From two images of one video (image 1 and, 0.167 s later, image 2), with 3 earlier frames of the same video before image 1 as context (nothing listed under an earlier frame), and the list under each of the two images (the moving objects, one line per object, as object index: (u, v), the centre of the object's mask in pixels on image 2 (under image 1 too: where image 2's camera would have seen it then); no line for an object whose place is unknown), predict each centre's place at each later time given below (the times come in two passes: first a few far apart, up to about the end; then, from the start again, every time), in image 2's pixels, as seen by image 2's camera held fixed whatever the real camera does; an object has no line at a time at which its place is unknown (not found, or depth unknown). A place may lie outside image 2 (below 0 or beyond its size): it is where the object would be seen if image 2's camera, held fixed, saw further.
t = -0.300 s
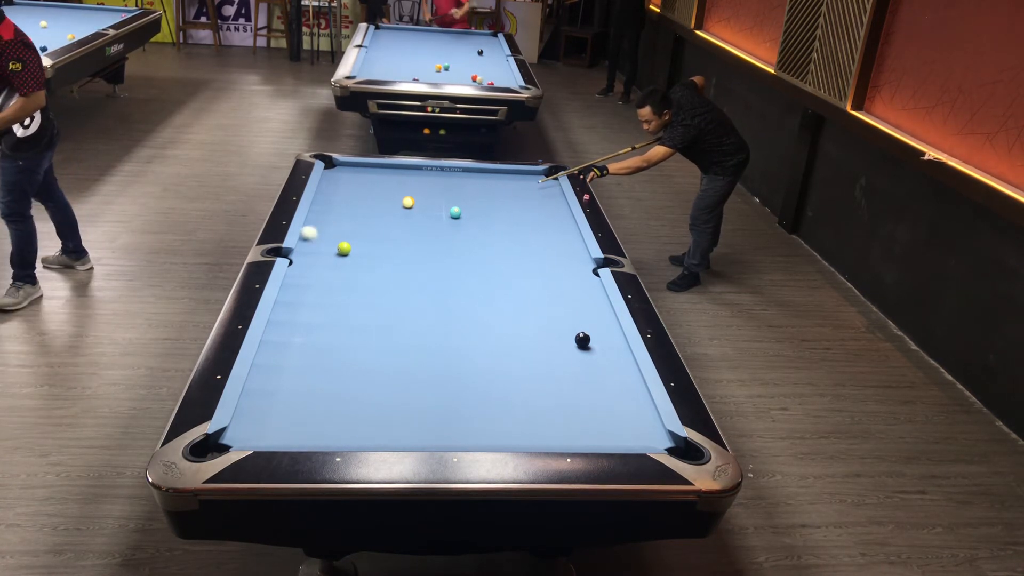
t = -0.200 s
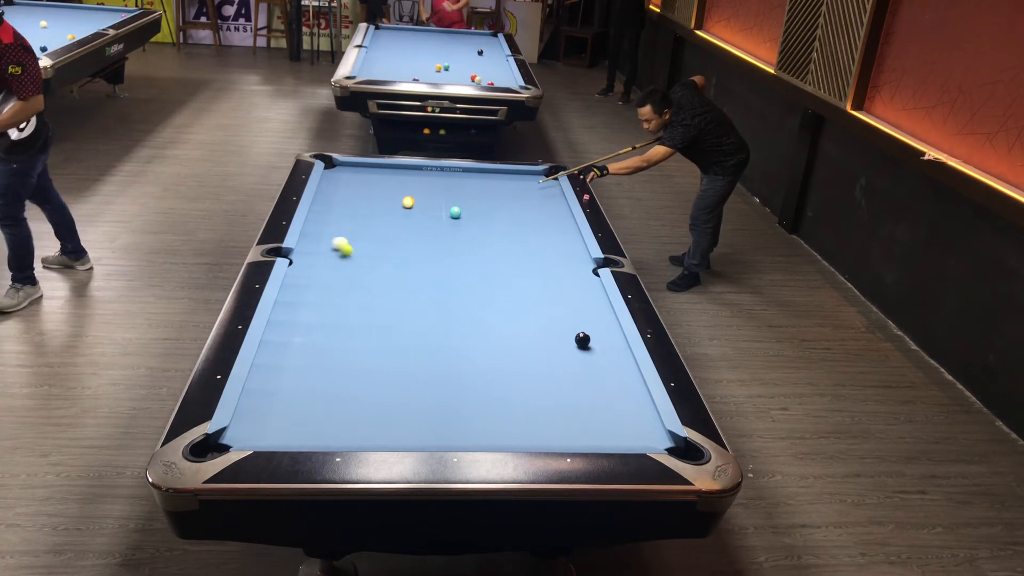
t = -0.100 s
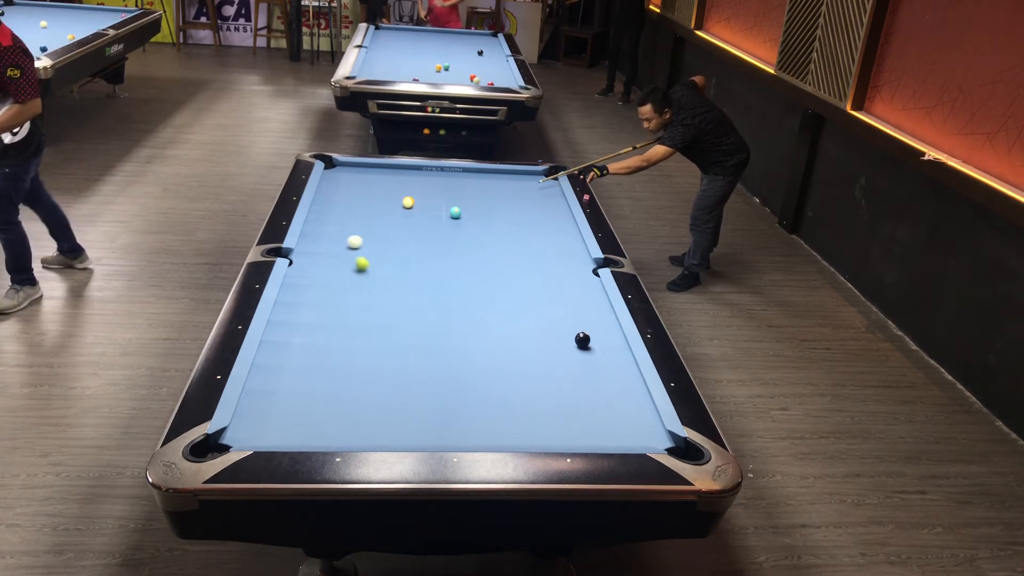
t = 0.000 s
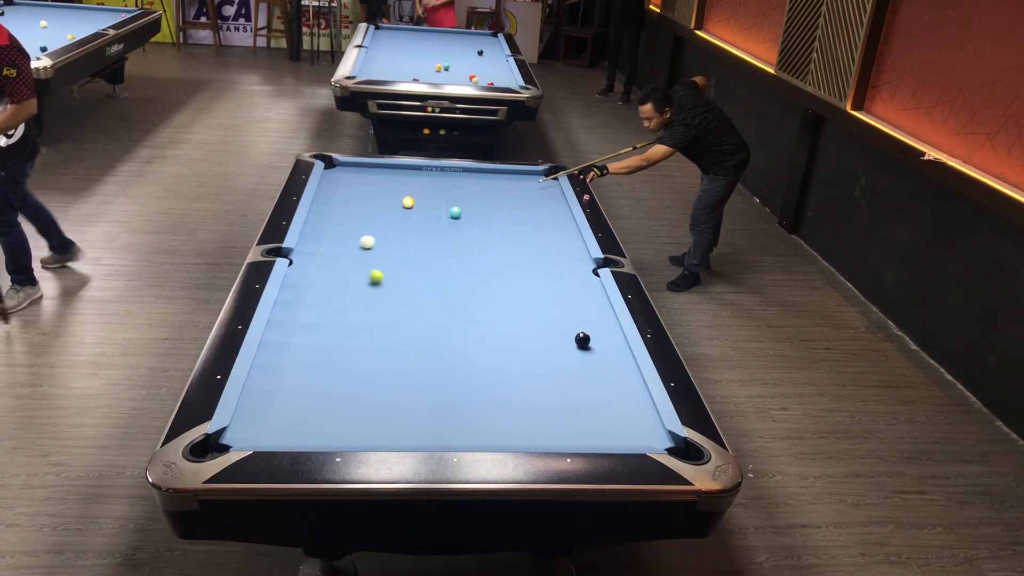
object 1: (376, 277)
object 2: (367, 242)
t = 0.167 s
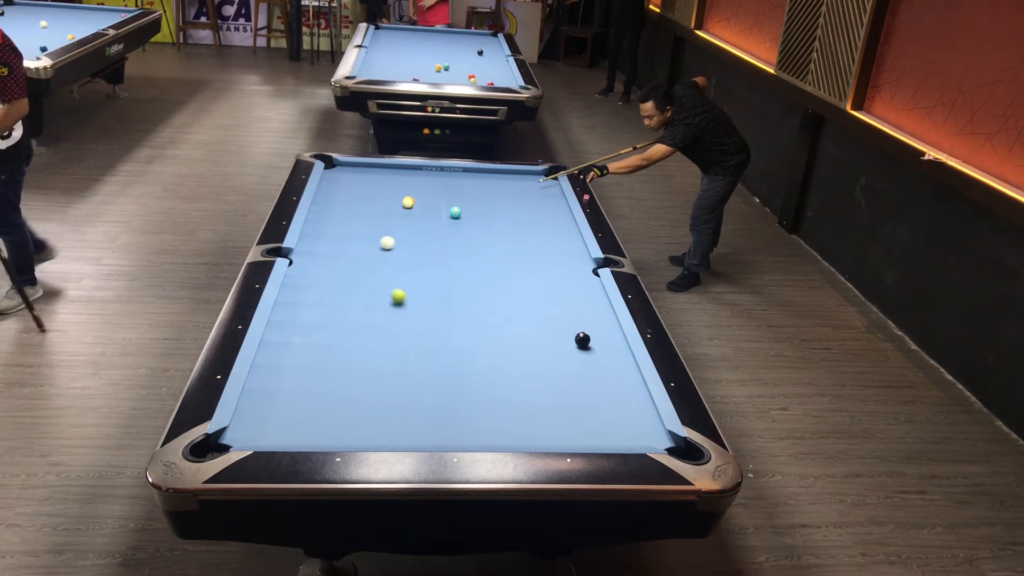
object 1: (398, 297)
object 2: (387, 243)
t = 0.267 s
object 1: (412, 310)
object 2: (399, 244)
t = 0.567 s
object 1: (458, 351)
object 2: (432, 245)
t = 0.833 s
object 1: (505, 394)
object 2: (460, 247)
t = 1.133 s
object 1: (559, 436)
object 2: (490, 249)
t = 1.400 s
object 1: (574, 413)
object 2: (515, 250)
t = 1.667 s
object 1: (587, 393)
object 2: (539, 251)
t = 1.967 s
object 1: (600, 374)
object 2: (564, 253)
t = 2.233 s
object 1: (609, 359)
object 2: (583, 254)
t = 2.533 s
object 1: (619, 344)
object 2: (571, 250)
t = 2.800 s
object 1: (611, 334)
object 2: (562, 246)
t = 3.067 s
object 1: (601, 325)
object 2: (554, 244)
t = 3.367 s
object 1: (592, 316)
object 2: (546, 241)
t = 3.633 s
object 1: (584, 310)
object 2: (540, 239)
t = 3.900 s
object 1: (577, 304)
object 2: (535, 237)
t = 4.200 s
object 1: (570, 299)
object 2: (532, 236)
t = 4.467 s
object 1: (564, 294)
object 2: (529, 235)
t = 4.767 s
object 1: (559, 291)
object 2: (528, 235)
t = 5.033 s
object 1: (556, 288)
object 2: (528, 235)
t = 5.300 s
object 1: (553, 287)
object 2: (528, 235)
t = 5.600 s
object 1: (551, 285)
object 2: (528, 235)
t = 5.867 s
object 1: (550, 285)
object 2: (528, 235)
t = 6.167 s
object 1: (550, 285)
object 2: (528, 235)
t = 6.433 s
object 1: (550, 285)
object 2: (528, 235)
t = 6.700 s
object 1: (550, 285)
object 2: (528, 235)
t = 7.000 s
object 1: (550, 285)
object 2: (528, 235)
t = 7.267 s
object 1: (550, 285)
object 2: (528, 235)
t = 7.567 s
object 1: (550, 284)
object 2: (528, 235)
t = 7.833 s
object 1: (550, 284)
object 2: (528, 235)
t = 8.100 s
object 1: (550, 285)
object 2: (528, 235)
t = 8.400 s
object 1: (550, 285)
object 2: (528, 235)
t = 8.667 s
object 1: (550, 285)
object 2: (528, 235)
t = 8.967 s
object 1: (550, 284)
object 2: (528, 235)
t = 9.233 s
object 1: (550, 284)
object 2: (528, 235)
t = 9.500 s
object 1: (550, 285)
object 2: (528, 235)
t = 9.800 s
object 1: (550, 284)
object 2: (528, 235)
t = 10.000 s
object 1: (550, 285)
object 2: (528, 235)
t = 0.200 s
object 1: (403, 301)
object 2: (391, 243)
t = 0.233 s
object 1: (407, 305)
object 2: (395, 244)
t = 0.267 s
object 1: (412, 310)
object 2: (399, 244)
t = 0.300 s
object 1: (417, 314)
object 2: (403, 244)
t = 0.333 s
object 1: (422, 318)
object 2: (406, 244)
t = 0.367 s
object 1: (427, 323)
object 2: (410, 244)
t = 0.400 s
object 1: (432, 327)
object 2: (414, 244)
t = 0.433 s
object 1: (437, 332)
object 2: (418, 245)
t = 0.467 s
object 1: (442, 336)
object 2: (421, 245)
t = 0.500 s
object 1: (447, 341)
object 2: (425, 245)
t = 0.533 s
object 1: (453, 346)
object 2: (429, 245)
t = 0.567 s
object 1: (458, 351)
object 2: (432, 245)
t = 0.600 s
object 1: (463, 356)
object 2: (436, 245)
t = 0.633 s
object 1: (469, 361)
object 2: (439, 246)
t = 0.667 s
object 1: (475, 366)
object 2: (443, 246)
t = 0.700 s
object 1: (480, 372)
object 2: (447, 246)
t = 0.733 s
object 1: (486, 377)
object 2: (450, 246)
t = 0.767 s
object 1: (492, 383)
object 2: (453, 246)
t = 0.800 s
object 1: (498, 389)
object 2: (457, 247)
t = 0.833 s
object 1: (505, 394)
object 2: (460, 247)
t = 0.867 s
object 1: (511, 400)
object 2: (464, 247)
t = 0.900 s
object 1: (517, 405)
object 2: (467, 247)
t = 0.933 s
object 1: (524, 412)
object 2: (471, 247)
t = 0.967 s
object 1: (530, 418)
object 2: (474, 248)
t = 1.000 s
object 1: (537, 424)
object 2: (477, 248)
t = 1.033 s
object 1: (544, 430)
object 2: (480, 248)
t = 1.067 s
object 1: (550, 435)
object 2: (484, 248)
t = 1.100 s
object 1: (557, 438)
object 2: (487, 248)
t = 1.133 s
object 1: (559, 436)
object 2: (490, 249)
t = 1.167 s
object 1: (561, 433)
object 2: (493, 249)
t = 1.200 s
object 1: (563, 430)
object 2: (496, 249)
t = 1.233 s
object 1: (565, 427)
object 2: (500, 249)
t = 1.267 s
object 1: (567, 425)
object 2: (503, 249)
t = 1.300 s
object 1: (568, 422)
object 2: (506, 249)
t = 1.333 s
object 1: (570, 419)
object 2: (509, 250)
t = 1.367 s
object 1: (572, 416)
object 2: (512, 250)
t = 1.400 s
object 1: (574, 413)
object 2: (515, 250)
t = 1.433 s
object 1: (576, 411)
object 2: (518, 250)
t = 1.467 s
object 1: (577, 408)
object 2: (521, 250)
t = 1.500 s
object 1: (579, 405)
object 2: (524, 250)
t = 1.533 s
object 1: (581, 403)
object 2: (527, 251)
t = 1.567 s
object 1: (582, 401)
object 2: (530, 251)
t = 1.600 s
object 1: (584, 398)
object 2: (533, 251)
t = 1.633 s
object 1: (585, 396)
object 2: (536, 251)
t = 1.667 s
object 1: (587, 393)
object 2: (539, 251)
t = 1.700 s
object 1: (588, 391)
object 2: (542, 252)
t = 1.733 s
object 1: (590, 389)
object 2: (544, 252)
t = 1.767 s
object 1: (591, 387)
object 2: (547, 252)
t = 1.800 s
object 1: (593, 384)
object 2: (550, 252)
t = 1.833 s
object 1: (594, 382)
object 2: (553, 252)
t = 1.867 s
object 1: (595, 380)
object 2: (556, 252)
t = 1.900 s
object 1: (597, 378)
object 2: (558, 252)
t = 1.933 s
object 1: (598, 376)
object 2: (561, 253)
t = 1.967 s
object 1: (600, 374)
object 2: (564, 253)
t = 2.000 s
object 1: (601, 372)
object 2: (566, 253)
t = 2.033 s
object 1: (602, 370)
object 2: (569, 253)
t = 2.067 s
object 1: (603, 368)
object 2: (572, 253)
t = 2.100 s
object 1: (605, 366)
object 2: (574, 253)
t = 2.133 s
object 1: (606, 365)
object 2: (577, 254)
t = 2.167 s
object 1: (607, 362)
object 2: (579, 254)
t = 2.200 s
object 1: (608, 361)
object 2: (582, 254)
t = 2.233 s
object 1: (609, 359)
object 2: (583, 254)
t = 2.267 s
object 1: (610, 357)
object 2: (581, 253)
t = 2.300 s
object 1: (612, 356)
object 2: (580, 253)
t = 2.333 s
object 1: (613, 354)
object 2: (579, 252)
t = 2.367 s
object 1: (614, 352)
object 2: (578, 252)
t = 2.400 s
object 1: (615, 351)
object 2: (576, 251)
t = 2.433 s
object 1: (616, 349)
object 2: (575, 251)
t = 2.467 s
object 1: (617, 347)
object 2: (574, 250)
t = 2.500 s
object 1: (618, 346)
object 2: (572, 250)
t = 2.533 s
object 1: (619, 344)
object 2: (571, 250)
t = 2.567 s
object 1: (620, 343)
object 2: (570, 249)
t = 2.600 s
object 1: (619, 342)
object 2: (569, 249)
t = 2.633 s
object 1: (618, 340)
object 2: (568, 248)
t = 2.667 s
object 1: (616, 339)
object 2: (566, 248)
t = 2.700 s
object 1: (615, 338)
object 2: (565, 247)
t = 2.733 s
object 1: (614, 336)
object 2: (564, 247)
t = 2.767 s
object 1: (612, 335)
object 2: (563, 247)
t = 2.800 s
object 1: (611, 334)
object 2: (562, 246)
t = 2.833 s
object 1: (610, 333)
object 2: (561, 246)
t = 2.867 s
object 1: (609, 332)
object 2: (560, 246)
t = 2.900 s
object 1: (607, 331)
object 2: (559, 245)
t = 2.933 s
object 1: (606, 329)
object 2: (558, 245)
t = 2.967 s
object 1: (605, 328)
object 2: (557, 244)
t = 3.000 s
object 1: (604, 327)
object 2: (556, 244)
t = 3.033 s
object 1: (603, 326)
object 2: (555, 244)
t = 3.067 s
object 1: (601, 325)
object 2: (554, 244)
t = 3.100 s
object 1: (600, 324)
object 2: (553, 243)
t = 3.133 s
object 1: (599, 323)
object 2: (552, 243)
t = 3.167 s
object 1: (598, 322)
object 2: (551, 243)
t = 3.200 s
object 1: (597, 321)
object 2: (550, 242)
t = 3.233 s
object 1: (596, 320)
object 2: (549, 242)
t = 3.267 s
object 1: (595, 319)
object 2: (548, 242)
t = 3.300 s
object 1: (594, 318)
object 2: (548, 241)
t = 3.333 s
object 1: (593, 317)
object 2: (547, 241)
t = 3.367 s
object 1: (592, 316)
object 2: (546, 241)
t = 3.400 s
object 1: (591, 315)
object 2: (545, 241)
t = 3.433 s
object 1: (590, 315)
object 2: (545, 240)
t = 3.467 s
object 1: (589, 314)
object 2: (544, 240)
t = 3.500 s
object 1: (588, 313)
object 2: (543, 240)
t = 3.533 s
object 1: (587, 312)
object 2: (542, 239)
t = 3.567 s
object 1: (586, 311)
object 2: (542, 239)
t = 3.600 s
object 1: (585, 310)
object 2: (541, 239)
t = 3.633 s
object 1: (584, 310)
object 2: (540, 239)
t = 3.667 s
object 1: (583, 309)
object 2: (539, 239)
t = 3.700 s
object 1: (582, 308)
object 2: (539, 238)
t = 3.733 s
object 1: (581, 308)
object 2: (538, 238)
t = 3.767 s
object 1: (580, 307)
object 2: (538, 238)
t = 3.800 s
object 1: (579, 306)
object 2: (537, 238)
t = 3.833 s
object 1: (579, 305)
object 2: (536, 238)
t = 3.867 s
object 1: (578, 305)
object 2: (536, 237)
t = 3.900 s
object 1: (577, 304)
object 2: (535, 237)
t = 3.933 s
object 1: (576, 303)
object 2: (535, 237)
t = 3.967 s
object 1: (575, 303)
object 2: (534, 237)
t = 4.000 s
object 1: (574, 302)
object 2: (534, 237)
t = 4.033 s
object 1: (574, 301)
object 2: (533, 237)
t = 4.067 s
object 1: (573, 301)
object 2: (533, 236)
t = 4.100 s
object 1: (572, 300)
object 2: (533, 236)
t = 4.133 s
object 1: (571, 300)
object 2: (532, 236)
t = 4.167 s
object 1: (571, 299)
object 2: (532, 236)
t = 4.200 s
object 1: (570, 299)
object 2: (532, 236)
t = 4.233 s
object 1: (569, 298)
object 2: (531, 236)
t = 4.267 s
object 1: (568, 297)
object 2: (531, 236)
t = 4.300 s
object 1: (568, 297)
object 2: (531, 236)
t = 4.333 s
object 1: (567, 296)
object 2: (530, 235)
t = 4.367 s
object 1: (566, 296)
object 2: (530, 235)
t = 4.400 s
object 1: (566, 296)
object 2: (530, 235)
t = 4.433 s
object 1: (565, 295)
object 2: (529, 235)
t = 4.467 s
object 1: (564, 294)
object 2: (529, 235)
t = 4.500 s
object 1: (564, 294)
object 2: (529, 235)
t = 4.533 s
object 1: (563, 294)
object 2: (529, 235)
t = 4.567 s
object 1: (562, 293)
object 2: (529, 235)
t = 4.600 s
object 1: (562, 293)
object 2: (529, 235)
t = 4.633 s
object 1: (561, 292)
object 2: (529, 235)
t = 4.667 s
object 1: (561, 292)
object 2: (528, 235)
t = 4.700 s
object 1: (560, 292)
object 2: (528, 235)
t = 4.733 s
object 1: (560, 291)
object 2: (528, 235)
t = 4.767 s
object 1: (559, 291)
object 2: (528, 235)
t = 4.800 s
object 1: (559, 291)
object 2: (528, 235)
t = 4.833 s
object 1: (558, 290)
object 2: (528, 235)
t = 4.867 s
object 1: (558, 290)
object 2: (528, 235)
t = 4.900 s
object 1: (557, 290)
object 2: (528, 235)
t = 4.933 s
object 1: (557, 289)
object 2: (528, 235)
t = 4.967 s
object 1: (557, 289)
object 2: (528, 235)
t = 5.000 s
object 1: (556, 289)
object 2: (528, 235)
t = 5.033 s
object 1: (556, 288)
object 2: (528, 235)
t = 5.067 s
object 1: (555, 288)
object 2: (528, 235)
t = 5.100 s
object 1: (555, 288)
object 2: (528, 235)
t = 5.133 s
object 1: (554, 288)
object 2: (528, 235)
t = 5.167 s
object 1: (554, 287)
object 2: (528, 235)
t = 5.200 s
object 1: (554, 287)
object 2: (528, 235)
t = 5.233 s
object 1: (553, 287)
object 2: (528, 235)
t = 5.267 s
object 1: (553, 287)
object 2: (528, 235)
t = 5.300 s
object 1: (553, 287)
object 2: (528, 235)
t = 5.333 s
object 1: (552, 286)
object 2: (528, 235)
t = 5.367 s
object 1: (552, 286)
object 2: (528, 235)
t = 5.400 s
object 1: (552, 286)
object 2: (528, 235)
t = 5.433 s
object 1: (552, 286)
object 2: (528, 235)
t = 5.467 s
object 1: (551, 286)
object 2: (528, 235)
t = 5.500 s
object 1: (551, 286)
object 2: (528, 235)
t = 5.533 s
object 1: (551, 286)
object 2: (528, 235)
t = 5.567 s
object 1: (551, 285)
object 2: (528, 235)
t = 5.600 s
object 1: (551, 285)
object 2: (528, 235)
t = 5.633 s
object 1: (550, 285)
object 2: (528, 235)
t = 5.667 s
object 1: (550, 285)
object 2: (528, 235)
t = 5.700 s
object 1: (550, 285)
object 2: (528, 235)
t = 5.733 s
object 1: (550, 285)
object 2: (528, 235)
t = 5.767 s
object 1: (550, 285)
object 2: (528, 235)
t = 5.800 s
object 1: (550, 285)
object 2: (528, 235)
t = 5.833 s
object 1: (550, 285)
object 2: (528, 235)
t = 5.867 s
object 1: (550, 285)
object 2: (528, 235)
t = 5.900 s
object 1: (550, 285)
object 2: (528, 235)
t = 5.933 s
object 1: (550, 284)
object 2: (528, 235)
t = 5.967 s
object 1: (550, 284)
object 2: (528, 235)
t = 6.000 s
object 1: (550, 284)
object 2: (528, 235)
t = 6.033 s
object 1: (550, 284)
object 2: (528, 235)
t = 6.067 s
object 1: (550, 284)
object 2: (528, 235)
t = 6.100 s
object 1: (550, 285)
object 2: (528, 235)
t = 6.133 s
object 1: (550, 285)
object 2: (528, 235)
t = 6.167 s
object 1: (550, 285)
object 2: (528, 235)
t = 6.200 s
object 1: (550, 285)
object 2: (528, 235)
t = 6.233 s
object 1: (550, 285)
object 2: (528, 235)
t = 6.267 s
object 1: (550, 285)
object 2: (528, 235)
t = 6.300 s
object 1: (550, 285)
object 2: (528, 235)
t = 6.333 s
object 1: (550, 285)
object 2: (528, 235)
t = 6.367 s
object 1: (550, 285)
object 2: (528, 235)
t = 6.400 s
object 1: (550, 285)
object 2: (528, 235)
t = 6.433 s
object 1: (550, 285)
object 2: (528, 235)
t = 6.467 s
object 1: (550, 284)
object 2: (528, 235)
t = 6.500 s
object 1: (550, 285)
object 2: (528, 234)
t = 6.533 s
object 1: (550, 285)
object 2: (528, 235)
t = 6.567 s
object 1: (550, 285)
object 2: (528, 235)
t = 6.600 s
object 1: (550, 285)
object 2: (528, 235)
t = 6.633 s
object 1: (550, 285)
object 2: (528, 235)
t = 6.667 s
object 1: (550, 285)
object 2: (528, 235)
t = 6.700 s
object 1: (550, 285)
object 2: (528, 235)
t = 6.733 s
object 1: (550, 285)
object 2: (528, 235)
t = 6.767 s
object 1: (550, 285)
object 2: (528, 235)
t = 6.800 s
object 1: (550, 285)
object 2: (528, 235)
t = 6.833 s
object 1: (550, 285)
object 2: (528, 235)
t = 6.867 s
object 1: (550, 285)
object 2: (528, 235)
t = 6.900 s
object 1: (550, 285)
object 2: (528, 235)
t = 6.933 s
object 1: (550, 285)
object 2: (528, 235)
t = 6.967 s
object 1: (550, 285)
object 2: (528, 235)
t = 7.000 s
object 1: (550, 285)
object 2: (528, 235)
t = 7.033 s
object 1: (550, 285)
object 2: (528, 235)
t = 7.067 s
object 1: (550, 285)
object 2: (528, 235)
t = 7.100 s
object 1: (550, 284)
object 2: (528, 235)
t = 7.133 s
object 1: (550, 285)
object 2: (528, 235)
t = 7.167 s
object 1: (550, 284)
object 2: (528, 235)
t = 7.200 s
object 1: (550, 285)
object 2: (528, 235)
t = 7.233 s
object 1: (550, 285)
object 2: (528, 235)
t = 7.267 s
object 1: (550, 285)
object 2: (528, 235)
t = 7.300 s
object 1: (550, 285)
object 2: (528, 235)
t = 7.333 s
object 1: (550, 284)
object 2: (528, 235)
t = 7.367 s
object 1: (550, 285)
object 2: (528, 235)
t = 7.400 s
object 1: (550, 285)
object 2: (528, 235)
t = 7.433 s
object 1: (550, 284)
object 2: (528, 235)
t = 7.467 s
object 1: (550, 284)
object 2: (528, 235)
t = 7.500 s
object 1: (550, 284)
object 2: (528, 235)
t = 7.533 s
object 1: (550, 284)
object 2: (528, 235)
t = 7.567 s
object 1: (550, 284)
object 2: (528, 235)
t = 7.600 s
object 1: (550, 285)
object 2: (528, 235)
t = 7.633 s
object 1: (550, 284)
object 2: (528, 235)
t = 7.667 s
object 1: (550, 284)
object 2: (528, 235)
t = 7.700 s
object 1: (550, 284)
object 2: (528, 235)
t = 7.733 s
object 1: (550, 284)
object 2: (528, 235)
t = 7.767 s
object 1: (550, 284)
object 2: (528, 235)
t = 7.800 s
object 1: (550, 284)
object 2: (528, 235)
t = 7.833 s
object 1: (550, 284)
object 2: (528, 235)
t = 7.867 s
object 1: (550, 284)
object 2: (528, 235)
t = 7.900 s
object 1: (550, 285)
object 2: (528, 235)
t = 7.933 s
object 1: (550, 284)
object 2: (528, 235)
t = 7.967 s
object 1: (550, 284)
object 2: (528, 235)
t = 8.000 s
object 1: (550, 285)
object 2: (528, 235)
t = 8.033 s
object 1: (550, 284)
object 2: (528, 235)
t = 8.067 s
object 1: (550, 285)
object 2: (528, 235)
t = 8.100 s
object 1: (550, 285)
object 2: (528, 235)
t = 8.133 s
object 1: (550, 284)
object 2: (528, 235)
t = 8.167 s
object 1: (550, 284)
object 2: (528, 235)
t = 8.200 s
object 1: (550, 285)
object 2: (528, 235)
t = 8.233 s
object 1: (550, 284)
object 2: (528, 235)
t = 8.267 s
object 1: (550, 285)
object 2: (528, 235)
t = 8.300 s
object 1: (550, 285)
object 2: (528, 235)
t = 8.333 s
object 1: (550, 285)
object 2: (528, 235)
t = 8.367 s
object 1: (550, 285)
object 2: (528, 235)
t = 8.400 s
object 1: (550, 285)
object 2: (528, 235)
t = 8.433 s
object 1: (550, 285)
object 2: (528, 235)
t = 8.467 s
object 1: (550, 285)
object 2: (528, 235)
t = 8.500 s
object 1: (550, 285)
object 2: (528, 235)
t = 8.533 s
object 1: (550, 285)
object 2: (528, 235)
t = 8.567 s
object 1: (550, 285)
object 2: (528, 235)
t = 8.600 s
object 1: (550, 285)
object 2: (528, 235)
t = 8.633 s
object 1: (550, 285)
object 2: (528, 235)
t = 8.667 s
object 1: (550, 285)
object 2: (528, 235)
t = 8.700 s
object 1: (550, 285)
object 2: (528, 235)
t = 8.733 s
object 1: (550, 284)
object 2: (528, 235)
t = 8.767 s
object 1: (550, 285)
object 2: (528, 235)
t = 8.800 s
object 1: (550, 284)
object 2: (528, 235)
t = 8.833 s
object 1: (550, 284)
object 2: (528, 235)
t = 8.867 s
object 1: (550, 284)
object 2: (528, 235)
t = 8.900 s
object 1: (550, 285)
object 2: (528, 235)
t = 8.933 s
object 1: (550, 284)
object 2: (528, 235)
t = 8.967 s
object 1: (550, 284)
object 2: (528, 235)
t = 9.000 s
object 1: (550, 285)
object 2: (528, 235)
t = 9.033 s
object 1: (550, 285)
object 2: (528, 235)
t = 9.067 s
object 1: (550, 285)
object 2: (528, 235)
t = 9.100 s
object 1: (550, 285)
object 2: (528, 235)
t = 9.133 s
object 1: (550, 285)
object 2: (528, 235)
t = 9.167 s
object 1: (550, 285)
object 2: (528, 235)
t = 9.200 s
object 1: (550, 284)
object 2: (528, 235)
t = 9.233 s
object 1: (550, 284)
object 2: (528, 235)
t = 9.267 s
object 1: (550, 284)
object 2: (528, 235)
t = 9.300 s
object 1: (550, 284)
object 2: (528, 235)
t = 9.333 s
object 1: (550, 284)
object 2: (528, 235)
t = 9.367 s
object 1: (550, 284)
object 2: (528, 235)
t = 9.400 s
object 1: (550, 284)
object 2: (528, 235)
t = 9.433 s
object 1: (550, 285)
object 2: (528, 235)
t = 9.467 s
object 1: (550, 285)
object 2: (528, 235)
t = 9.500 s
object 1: (550, 285)
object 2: (528, 235)
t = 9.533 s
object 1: (550, 284)
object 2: (528, 235)
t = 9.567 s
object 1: (550, 284)
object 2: (528, 235)
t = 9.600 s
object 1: (550, 285)
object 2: (528, 235)
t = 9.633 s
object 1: (550, 285)
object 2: (528, 235)
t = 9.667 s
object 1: (550, 285)
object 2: (528, 235)
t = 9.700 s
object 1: (550, 285)
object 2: (528, 235)
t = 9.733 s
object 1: (550, 285)
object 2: (528, 235)
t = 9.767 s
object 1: (550, 285)
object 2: (528, 235)
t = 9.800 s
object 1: (550, 284)
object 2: (528, 235)
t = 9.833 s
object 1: (550, 284)
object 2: (528, 235)
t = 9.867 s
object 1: (550, 285)
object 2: (528, 235)
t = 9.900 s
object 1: (550, 284)
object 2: (528, 235)
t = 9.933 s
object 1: (550, 285)
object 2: (528, 235)
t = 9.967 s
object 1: (550, 285)
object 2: (528, 235)
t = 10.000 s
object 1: (550, 285)
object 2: (528, 235)
